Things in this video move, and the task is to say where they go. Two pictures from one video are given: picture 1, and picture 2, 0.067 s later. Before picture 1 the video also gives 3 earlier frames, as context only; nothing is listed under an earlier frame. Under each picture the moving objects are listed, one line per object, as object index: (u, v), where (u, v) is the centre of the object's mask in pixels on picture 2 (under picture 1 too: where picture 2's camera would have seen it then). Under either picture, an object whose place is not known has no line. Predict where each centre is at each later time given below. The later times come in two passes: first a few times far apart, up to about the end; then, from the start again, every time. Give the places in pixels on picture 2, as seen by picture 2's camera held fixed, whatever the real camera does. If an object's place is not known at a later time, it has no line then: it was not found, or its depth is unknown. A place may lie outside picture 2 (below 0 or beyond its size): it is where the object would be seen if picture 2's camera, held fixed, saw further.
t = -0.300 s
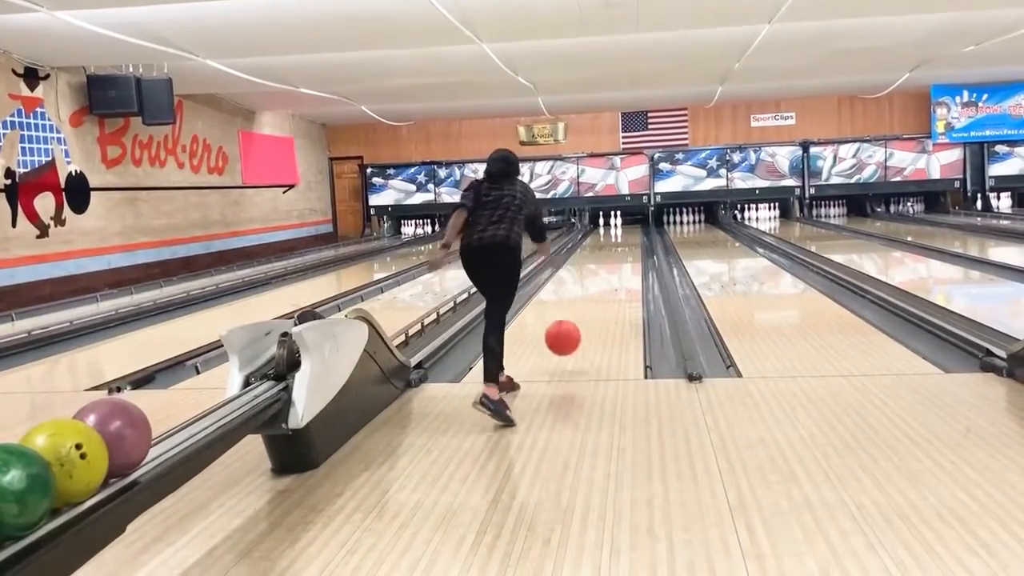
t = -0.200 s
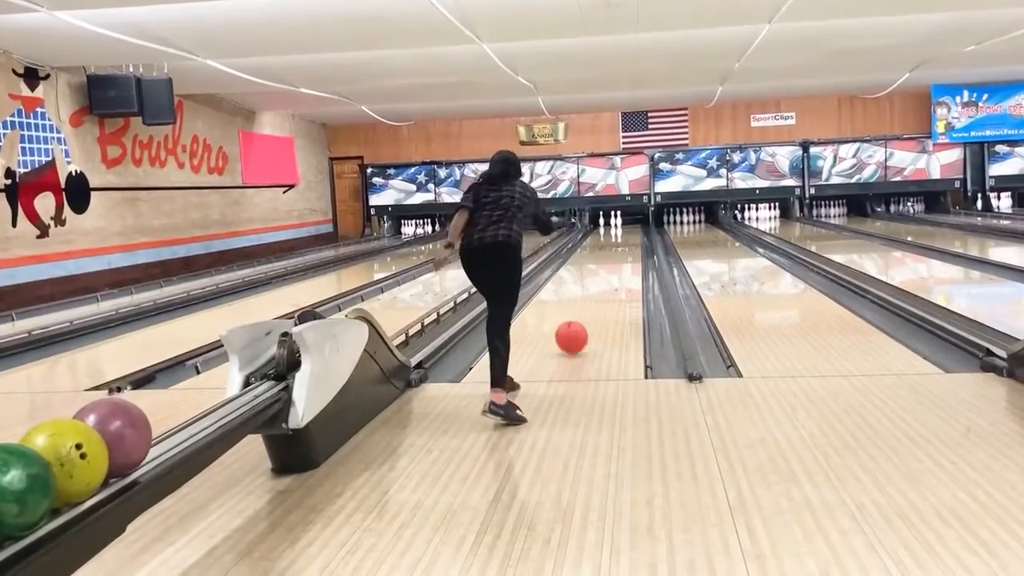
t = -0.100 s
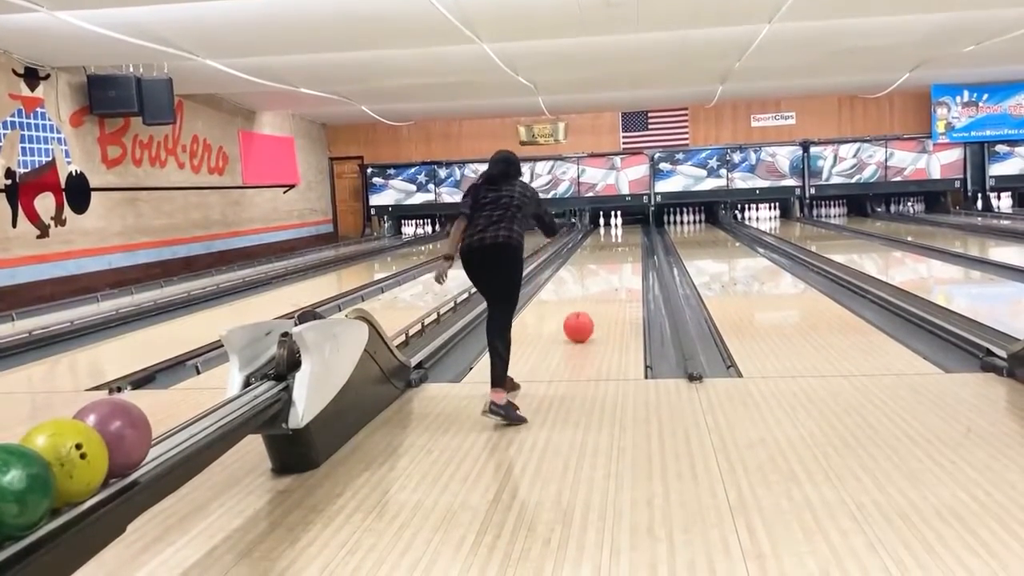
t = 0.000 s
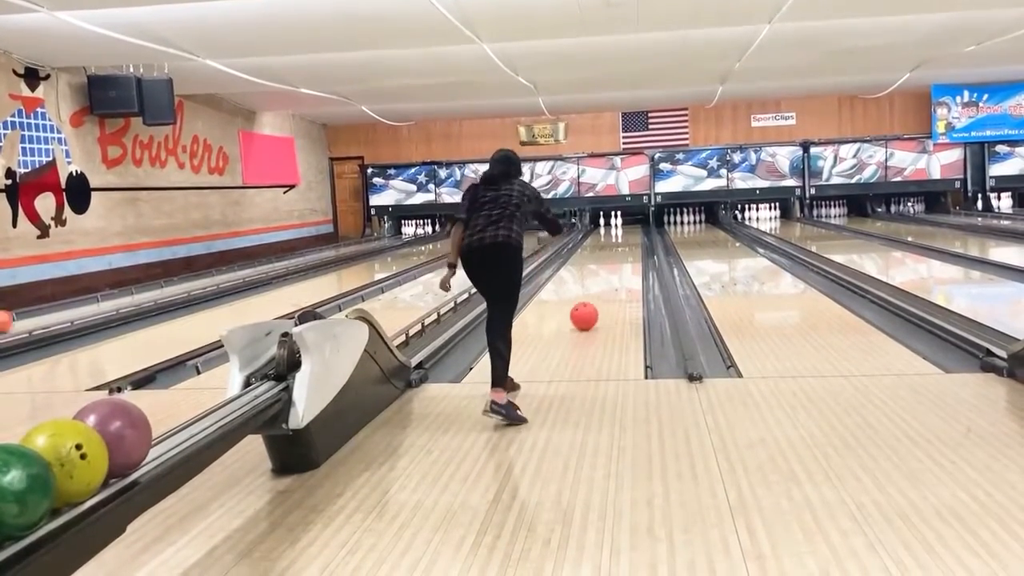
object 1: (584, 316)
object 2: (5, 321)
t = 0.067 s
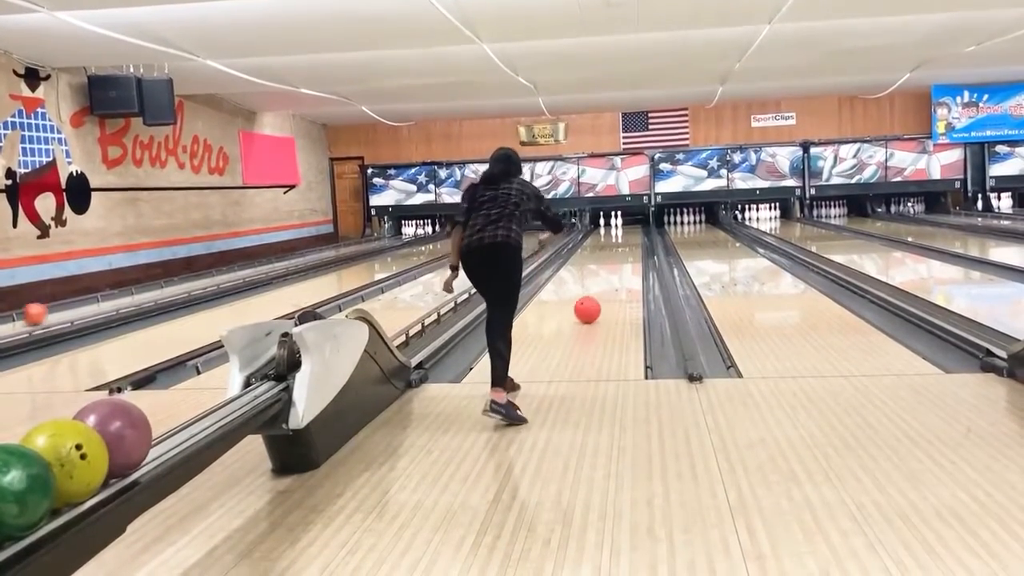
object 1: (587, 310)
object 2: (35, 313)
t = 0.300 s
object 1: (596, 291)
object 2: (127, 291)
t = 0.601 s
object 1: (605, 275)
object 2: (207, 273)
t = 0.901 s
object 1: (611, 261)
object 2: (264, 259)
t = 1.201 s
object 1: (615, 255)
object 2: (317, 249)
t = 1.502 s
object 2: (357, 242)
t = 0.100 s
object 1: (589, 307)
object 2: (50, 310)
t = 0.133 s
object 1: (590, 304)
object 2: (64, 306)
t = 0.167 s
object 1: (591, 301)
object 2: (78, 303)
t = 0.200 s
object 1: (593, 298)
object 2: (91, 300)
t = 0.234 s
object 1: (594, 296)
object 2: (104, 297)
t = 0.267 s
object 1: (595, 293)
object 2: (115, 294)
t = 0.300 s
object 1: (596, 291)
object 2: (127, 291)
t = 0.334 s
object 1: (597, 289)
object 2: (137, 289)
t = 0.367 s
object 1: (598, 287)
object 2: (147, 287)
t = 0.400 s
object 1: (600, 285)
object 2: (157, 284)
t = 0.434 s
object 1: (601, 283)
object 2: (166, 282)
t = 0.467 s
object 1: (601, 281)
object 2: (175, 280)
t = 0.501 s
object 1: (602, 279)
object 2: (184, 278)
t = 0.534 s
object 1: (603, 278)
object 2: (192, 276)
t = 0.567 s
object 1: (604, 276)
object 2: (200, 275)
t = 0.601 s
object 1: (605, 275)
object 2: (207, 273)
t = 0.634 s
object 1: (605, 274)
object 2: (215, 271)
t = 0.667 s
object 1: (607, 272)
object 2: (222, 269)
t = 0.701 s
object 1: (607, 271)
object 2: (228, 267)
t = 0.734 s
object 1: (608, 270)
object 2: (235, 266)
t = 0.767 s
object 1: (609, 268)
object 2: (240, 264)
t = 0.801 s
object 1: (609, 266)
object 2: (246, 263)
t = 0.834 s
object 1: (610, 265)
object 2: (253, 262)
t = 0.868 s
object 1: (610, 264)
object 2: (258, 260)
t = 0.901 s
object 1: (611, 261)
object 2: (264, 259)
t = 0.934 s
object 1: (612, 261)
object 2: (270, 258)
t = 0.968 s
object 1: (612, 260)
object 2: (277, 256)
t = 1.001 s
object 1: (612, 259)
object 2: (283, 255)
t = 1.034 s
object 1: (612, 259)
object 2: (289, 254)
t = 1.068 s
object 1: (613, 257)
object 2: (295, 253)
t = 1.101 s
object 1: (613, 257)
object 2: (301, 252)
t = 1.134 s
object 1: (614, 257)
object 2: (306, 251)
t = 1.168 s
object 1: (614, 256)
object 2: (312, 250)
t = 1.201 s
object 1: (615, 255)
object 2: (317, 249)
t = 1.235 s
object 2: (322, 248)
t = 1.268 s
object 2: (327, 247)
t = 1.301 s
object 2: (331, 246)
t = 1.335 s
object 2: (335, 245)
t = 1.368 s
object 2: (340, 245)
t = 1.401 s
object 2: (344, 244)
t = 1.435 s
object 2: (349, 243)
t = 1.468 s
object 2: (353, 243)
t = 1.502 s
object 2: (357, 242)
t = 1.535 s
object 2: (361, 241)
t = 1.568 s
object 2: (364, 241)
